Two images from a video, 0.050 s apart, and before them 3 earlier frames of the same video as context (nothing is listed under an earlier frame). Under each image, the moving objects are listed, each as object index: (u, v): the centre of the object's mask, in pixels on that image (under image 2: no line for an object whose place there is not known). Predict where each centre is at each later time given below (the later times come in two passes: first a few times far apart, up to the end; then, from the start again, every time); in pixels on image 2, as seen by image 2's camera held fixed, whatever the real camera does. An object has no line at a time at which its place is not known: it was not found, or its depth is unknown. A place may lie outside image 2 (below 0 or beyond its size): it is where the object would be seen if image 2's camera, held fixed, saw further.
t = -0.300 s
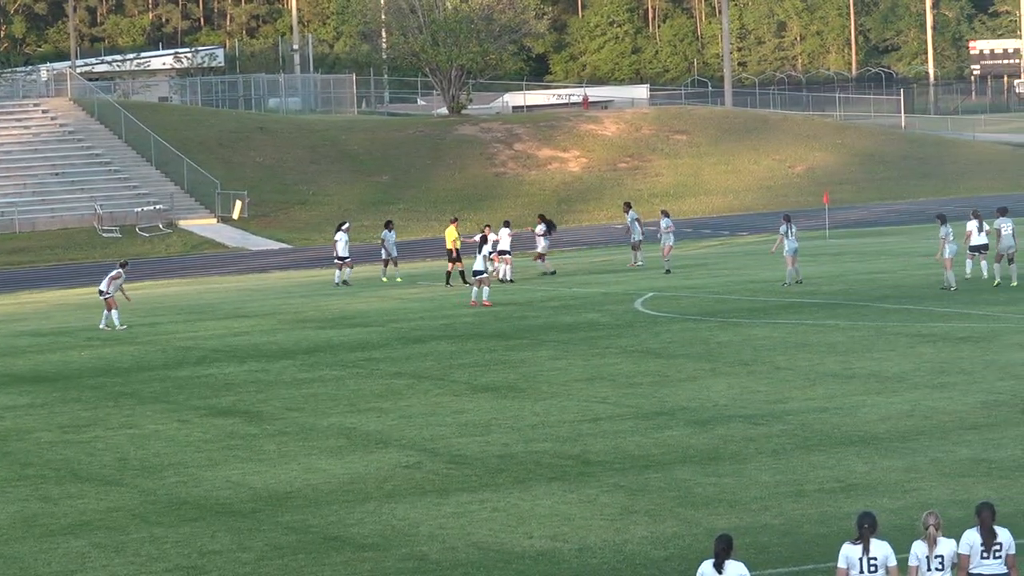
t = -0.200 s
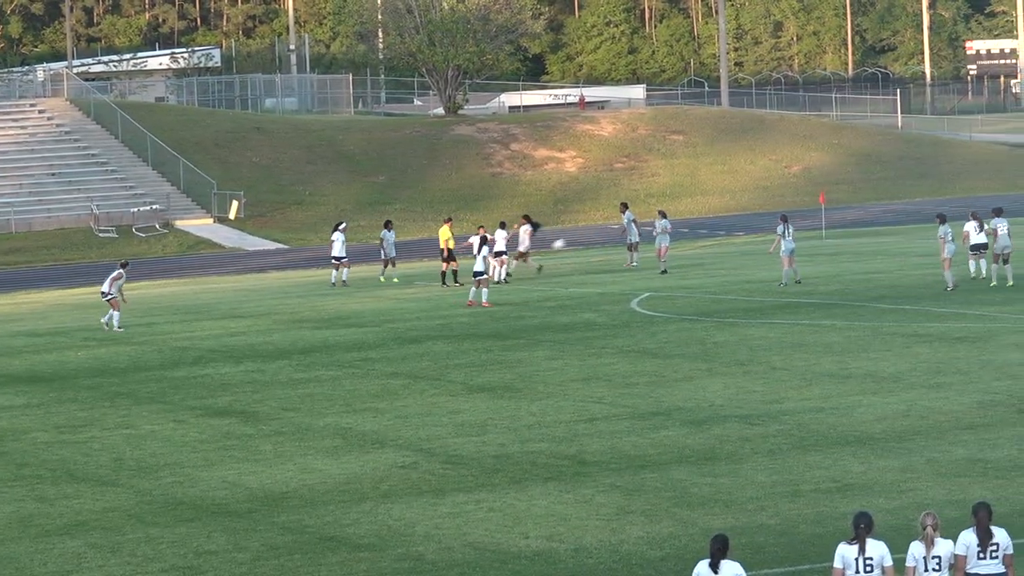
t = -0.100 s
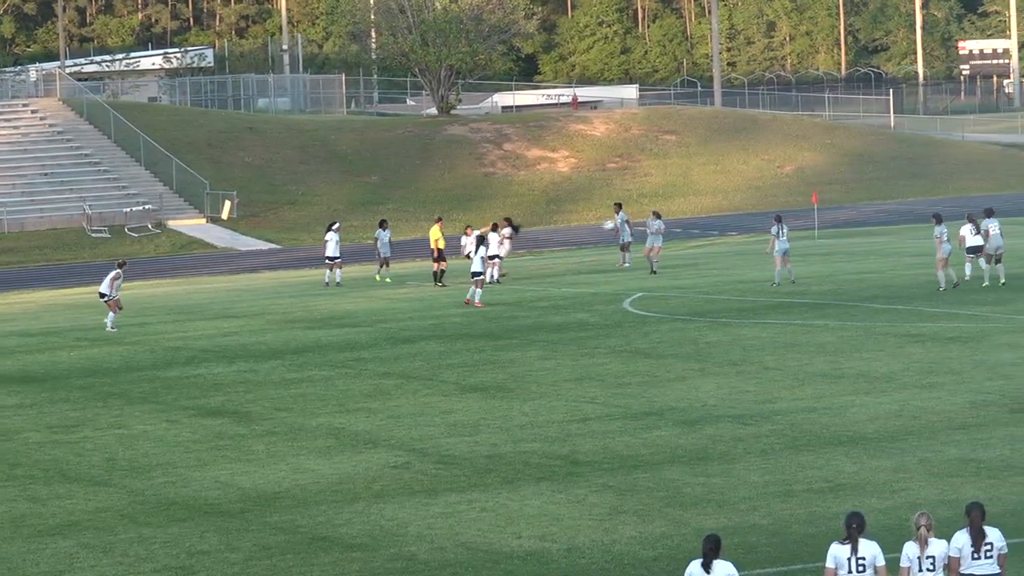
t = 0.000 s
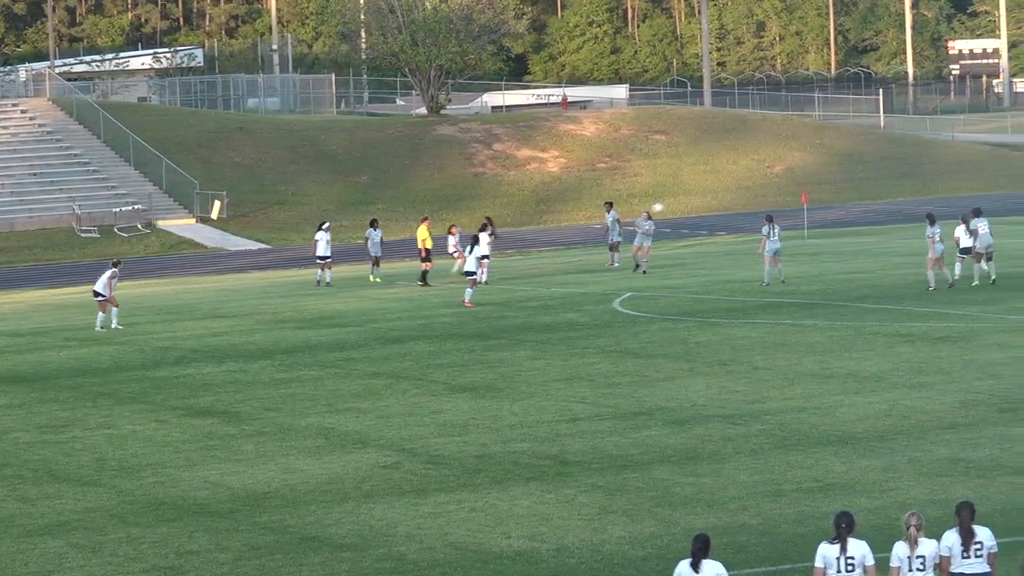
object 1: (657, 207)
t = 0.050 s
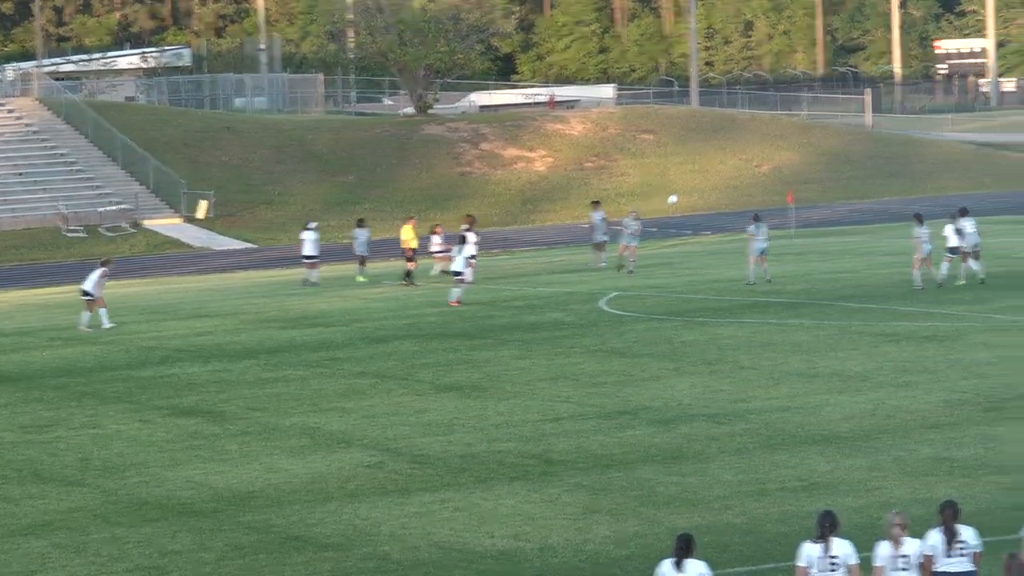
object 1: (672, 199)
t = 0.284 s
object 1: (811, 171)
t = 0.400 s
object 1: (882, 163)
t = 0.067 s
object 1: (682, 197)
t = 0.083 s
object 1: (692, 194)
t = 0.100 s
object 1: (702, 192)
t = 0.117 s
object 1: (712, 190)
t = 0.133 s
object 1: (722, 188)
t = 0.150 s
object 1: (731, 185)
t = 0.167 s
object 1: (742, 183)
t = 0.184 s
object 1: (752, 180)
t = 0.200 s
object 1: (762, 179)
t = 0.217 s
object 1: (772, 177)
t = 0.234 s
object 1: (781, 176)
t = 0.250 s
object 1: (791, 174)
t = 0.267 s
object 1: (801, 173)
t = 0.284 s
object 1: (811, 171)
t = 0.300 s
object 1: (821, 170)
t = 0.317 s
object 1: (831, 169)
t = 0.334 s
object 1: (841, 167)
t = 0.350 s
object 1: (851, 166)
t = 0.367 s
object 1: (862, 165)
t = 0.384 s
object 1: (872, 164)
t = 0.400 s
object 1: (882, 163)
